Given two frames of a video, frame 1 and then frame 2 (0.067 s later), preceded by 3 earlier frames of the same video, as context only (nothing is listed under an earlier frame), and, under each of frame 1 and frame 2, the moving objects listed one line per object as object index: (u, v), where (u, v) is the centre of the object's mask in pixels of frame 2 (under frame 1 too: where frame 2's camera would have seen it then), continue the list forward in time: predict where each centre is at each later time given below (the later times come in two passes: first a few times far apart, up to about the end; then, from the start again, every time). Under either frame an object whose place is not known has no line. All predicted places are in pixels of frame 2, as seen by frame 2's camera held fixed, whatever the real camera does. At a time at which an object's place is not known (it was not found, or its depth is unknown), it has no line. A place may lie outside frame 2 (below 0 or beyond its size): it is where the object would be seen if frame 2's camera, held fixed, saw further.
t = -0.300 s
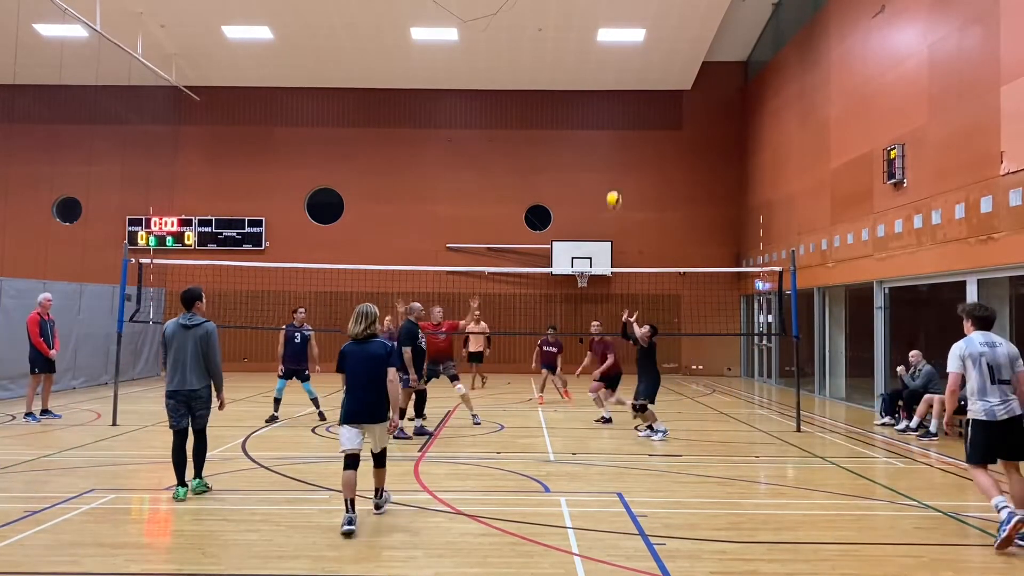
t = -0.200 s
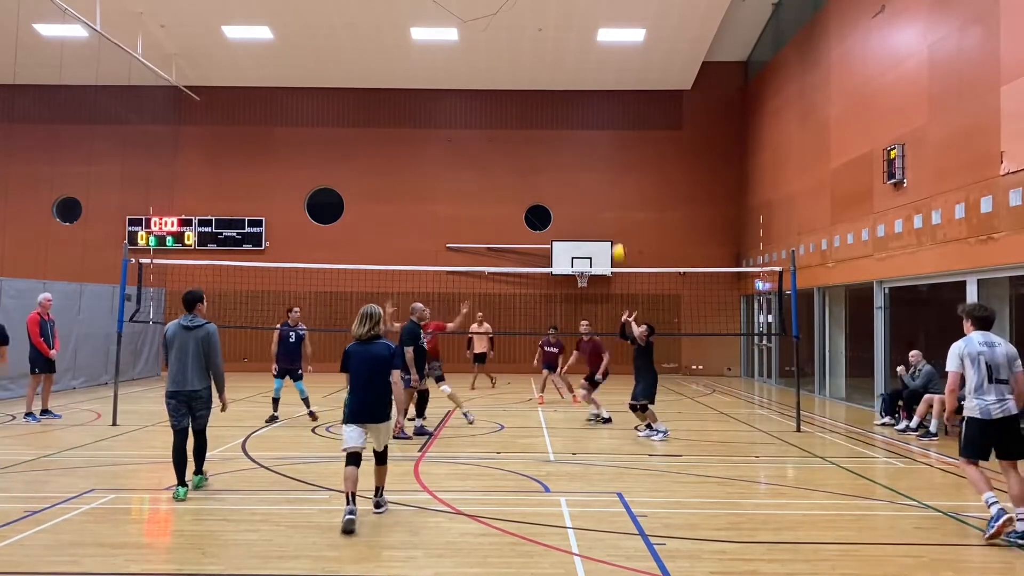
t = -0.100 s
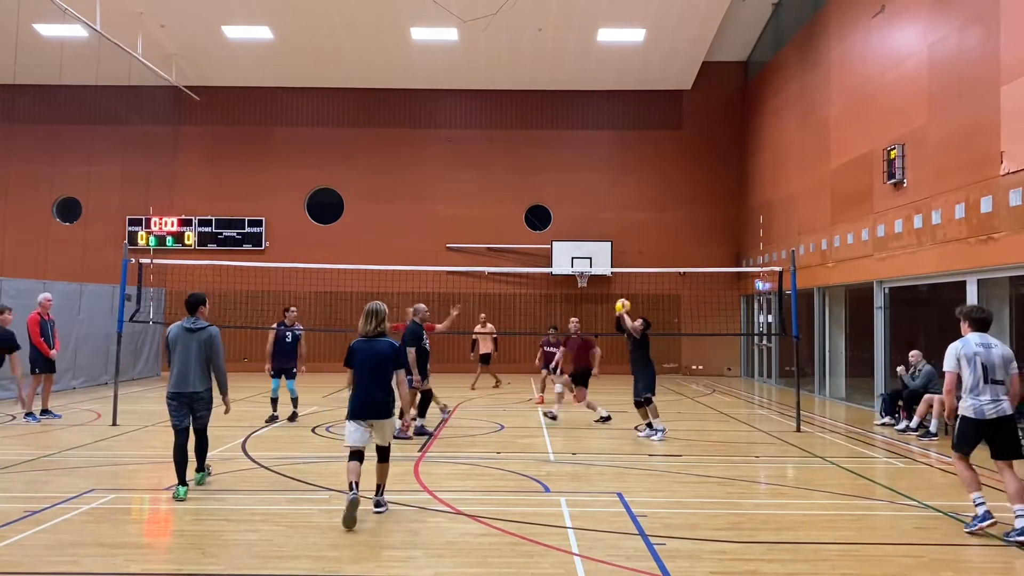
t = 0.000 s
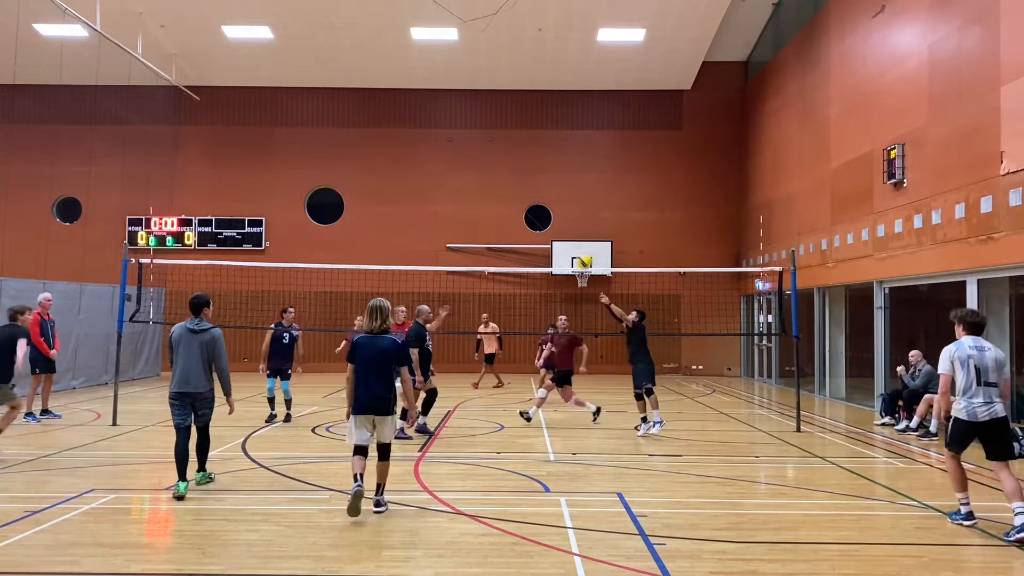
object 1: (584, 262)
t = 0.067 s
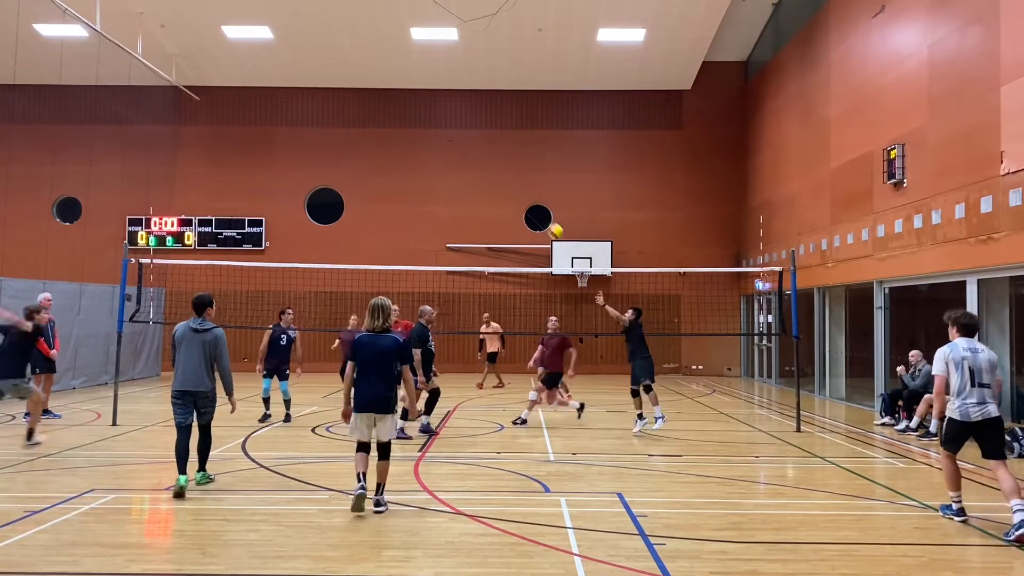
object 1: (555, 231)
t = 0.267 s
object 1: (475, 162)
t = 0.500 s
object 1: (386, 120)
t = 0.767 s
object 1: (291, 115)
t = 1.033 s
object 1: (201, 159)
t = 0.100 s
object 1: (542, 218)
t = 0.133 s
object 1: (528, 205)
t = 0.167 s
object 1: (514, 193)
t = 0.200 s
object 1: (501, 181)
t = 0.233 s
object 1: (488, 172)
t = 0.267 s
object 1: (475, 162)
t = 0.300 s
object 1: (462, 154)
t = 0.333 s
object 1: (449, 146)
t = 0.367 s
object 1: (436, 140)
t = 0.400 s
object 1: (423, 134)
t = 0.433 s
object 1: (410, 128)
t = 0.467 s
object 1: (398, 124)
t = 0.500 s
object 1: (386, 120)
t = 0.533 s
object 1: (374, 116)
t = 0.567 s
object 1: (362, 114)
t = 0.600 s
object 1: (350, 112)
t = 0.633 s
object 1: (338, 111)
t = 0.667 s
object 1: (326, 111)
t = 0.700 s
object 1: (315, 112)
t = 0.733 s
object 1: (303, 113)
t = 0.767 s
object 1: (291, 115)
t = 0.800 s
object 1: (279, 118)
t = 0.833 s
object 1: (267, 122)
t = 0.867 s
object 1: (256, 126)
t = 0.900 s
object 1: (246, 131)
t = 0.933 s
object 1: (234, 137)
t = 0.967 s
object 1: (223, 143)
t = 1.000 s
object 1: (212, 151)
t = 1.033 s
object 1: (201, 159)
